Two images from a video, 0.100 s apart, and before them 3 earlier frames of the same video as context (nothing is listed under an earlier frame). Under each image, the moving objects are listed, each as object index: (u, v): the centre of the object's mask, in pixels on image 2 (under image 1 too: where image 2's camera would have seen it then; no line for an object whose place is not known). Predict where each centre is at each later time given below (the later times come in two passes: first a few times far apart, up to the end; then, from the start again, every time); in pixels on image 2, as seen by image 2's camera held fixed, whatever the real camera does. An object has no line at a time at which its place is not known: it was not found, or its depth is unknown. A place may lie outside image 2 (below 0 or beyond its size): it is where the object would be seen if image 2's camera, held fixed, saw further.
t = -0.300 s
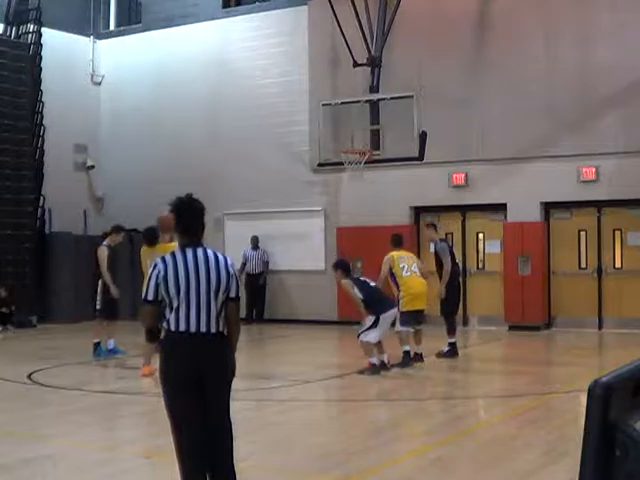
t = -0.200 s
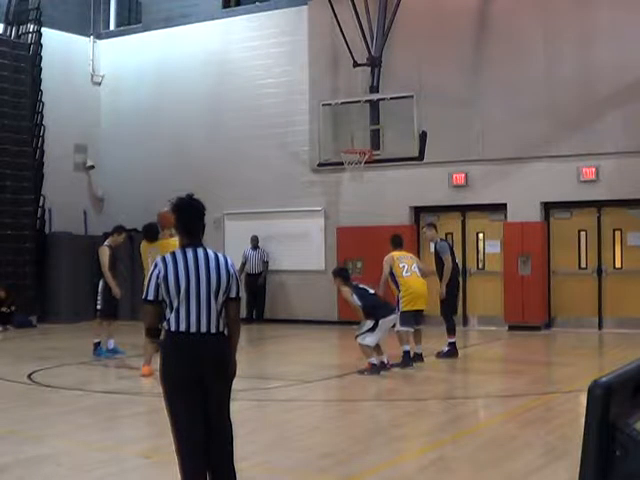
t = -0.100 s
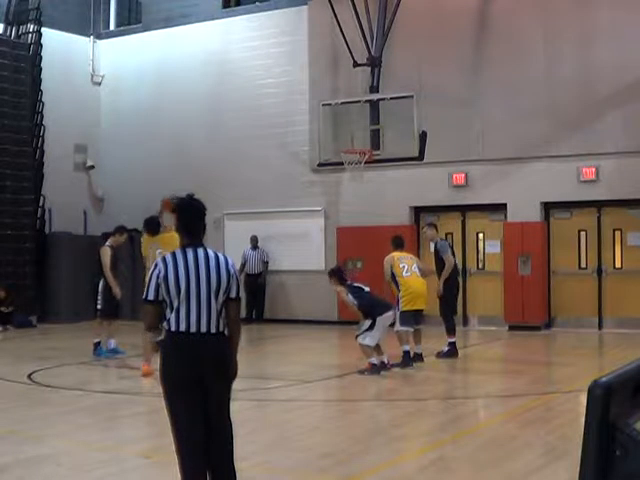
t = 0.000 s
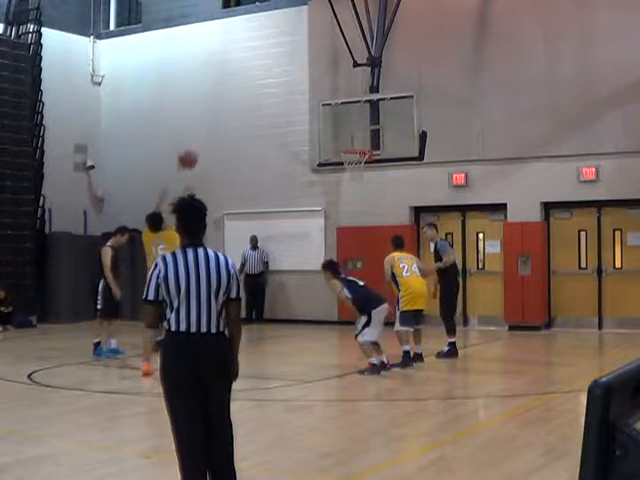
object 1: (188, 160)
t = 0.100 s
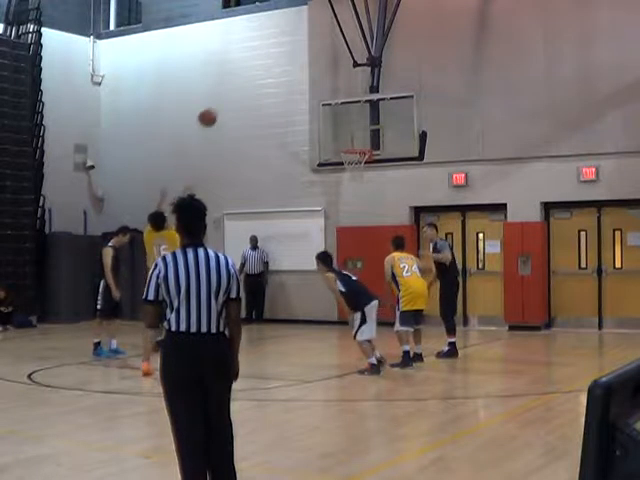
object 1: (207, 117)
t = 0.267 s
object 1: (238, 70)
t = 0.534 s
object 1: (280, 42)
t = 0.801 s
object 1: (318, 64)
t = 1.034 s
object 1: (348, 119)
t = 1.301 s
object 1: (363, 184)
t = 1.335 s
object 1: (362, 192)
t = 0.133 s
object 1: (213, 106)
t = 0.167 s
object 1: (220, 95)
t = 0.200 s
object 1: (226, 86)
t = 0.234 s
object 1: (232, 78)
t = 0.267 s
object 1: (238, 70)
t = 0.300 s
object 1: (243, 64)
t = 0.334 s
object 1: (249, 58)
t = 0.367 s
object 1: (255, 53)
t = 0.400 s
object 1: (260, 49)
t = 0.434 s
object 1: (265, 46)
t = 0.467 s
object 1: (271, 44)
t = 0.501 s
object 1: (276, 43)
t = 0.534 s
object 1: (280, 42)
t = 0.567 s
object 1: (285, 42)
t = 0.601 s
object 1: (290, 43)
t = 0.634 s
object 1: (295, 45)
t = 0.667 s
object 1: (299, 47)
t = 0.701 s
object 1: (304, 50)
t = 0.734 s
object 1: (309, 54)
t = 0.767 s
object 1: (313, 59)
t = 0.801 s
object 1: (318, 64)
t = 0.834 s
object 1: (322, 69)
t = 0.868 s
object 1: (327, 76)
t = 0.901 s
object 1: (331, 83)
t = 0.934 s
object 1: (335, 91)
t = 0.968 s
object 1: (340, 98)
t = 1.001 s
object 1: (344, 108)
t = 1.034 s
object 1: (348, 119)
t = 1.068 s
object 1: (352, 128)
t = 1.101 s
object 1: (356, 137)
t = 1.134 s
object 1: (361, 148)
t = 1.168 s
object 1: (364, 157)
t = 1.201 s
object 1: (365, 157)
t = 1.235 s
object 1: (364, 173)
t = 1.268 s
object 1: (363, 178)
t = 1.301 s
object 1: (363, 184)
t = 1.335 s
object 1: (362, 192)
